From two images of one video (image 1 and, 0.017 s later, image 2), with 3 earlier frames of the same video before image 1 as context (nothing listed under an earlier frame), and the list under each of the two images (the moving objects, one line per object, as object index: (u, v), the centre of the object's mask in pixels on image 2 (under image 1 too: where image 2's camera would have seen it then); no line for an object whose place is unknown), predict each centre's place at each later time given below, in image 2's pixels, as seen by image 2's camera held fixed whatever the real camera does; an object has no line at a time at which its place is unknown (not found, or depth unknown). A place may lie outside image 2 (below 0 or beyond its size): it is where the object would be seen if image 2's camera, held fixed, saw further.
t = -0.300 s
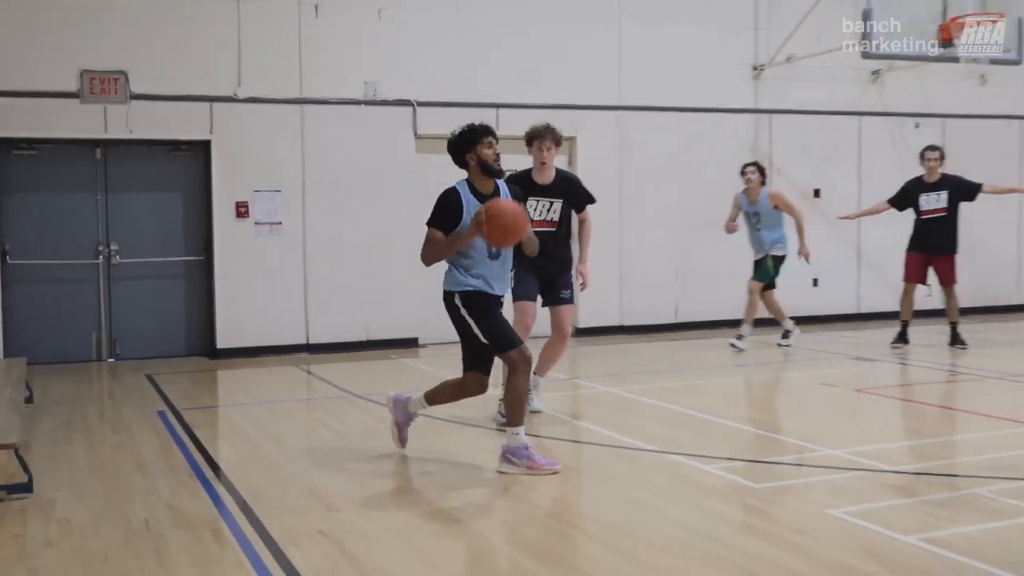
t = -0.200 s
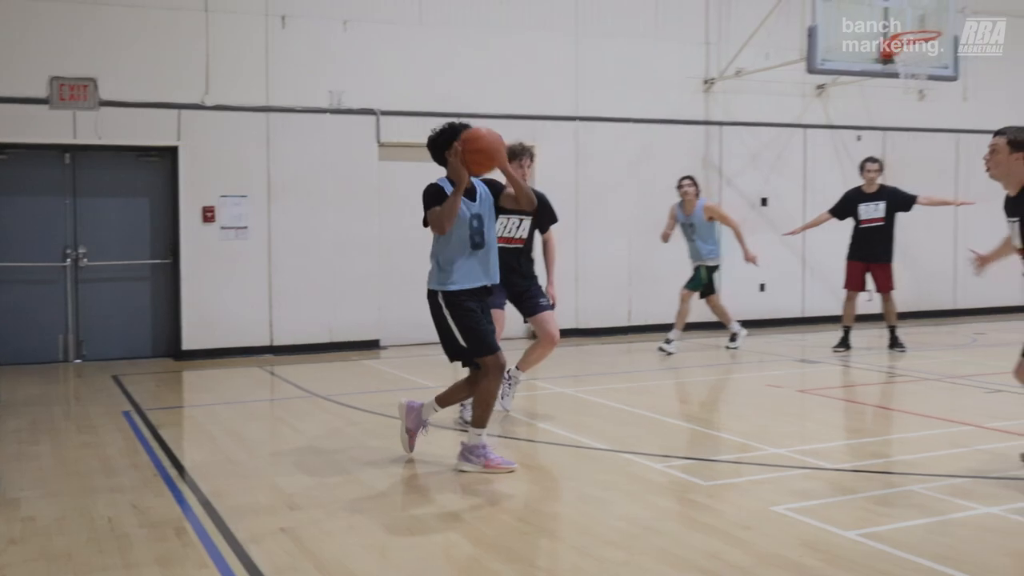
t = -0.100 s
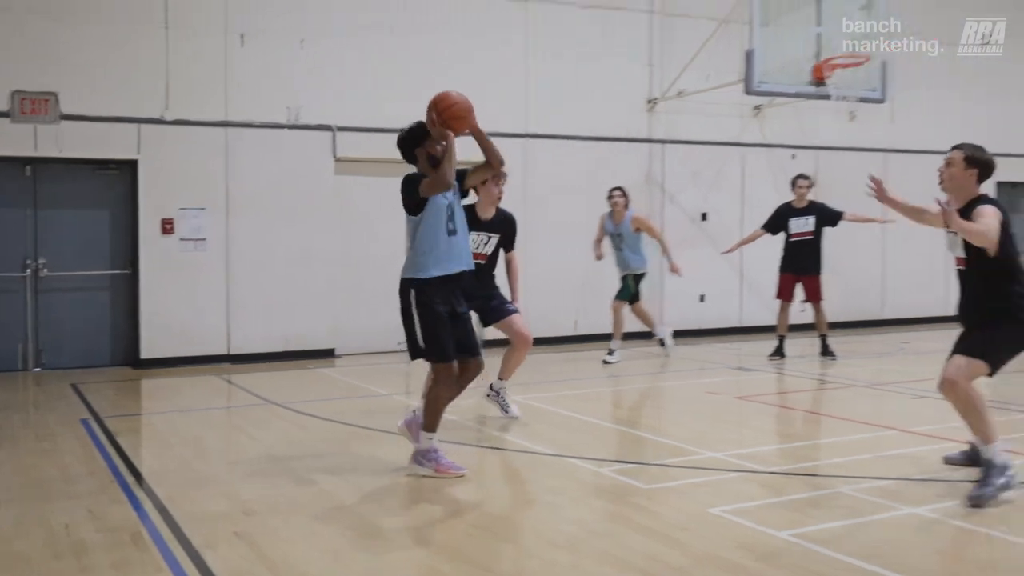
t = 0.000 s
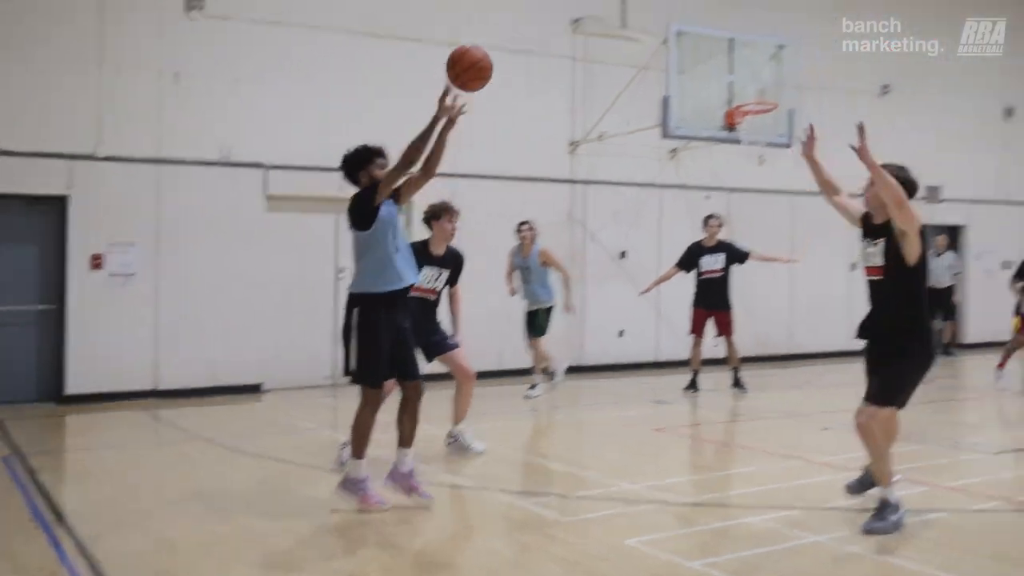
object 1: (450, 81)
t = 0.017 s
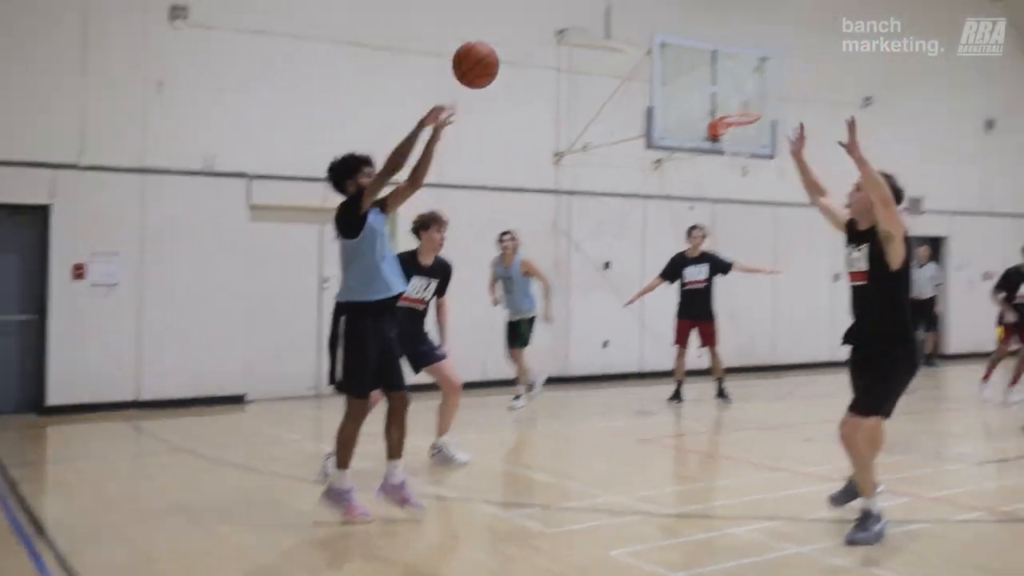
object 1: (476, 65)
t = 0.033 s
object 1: (498, 51)
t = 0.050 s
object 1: (522, 37)
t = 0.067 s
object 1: (544, 23)
